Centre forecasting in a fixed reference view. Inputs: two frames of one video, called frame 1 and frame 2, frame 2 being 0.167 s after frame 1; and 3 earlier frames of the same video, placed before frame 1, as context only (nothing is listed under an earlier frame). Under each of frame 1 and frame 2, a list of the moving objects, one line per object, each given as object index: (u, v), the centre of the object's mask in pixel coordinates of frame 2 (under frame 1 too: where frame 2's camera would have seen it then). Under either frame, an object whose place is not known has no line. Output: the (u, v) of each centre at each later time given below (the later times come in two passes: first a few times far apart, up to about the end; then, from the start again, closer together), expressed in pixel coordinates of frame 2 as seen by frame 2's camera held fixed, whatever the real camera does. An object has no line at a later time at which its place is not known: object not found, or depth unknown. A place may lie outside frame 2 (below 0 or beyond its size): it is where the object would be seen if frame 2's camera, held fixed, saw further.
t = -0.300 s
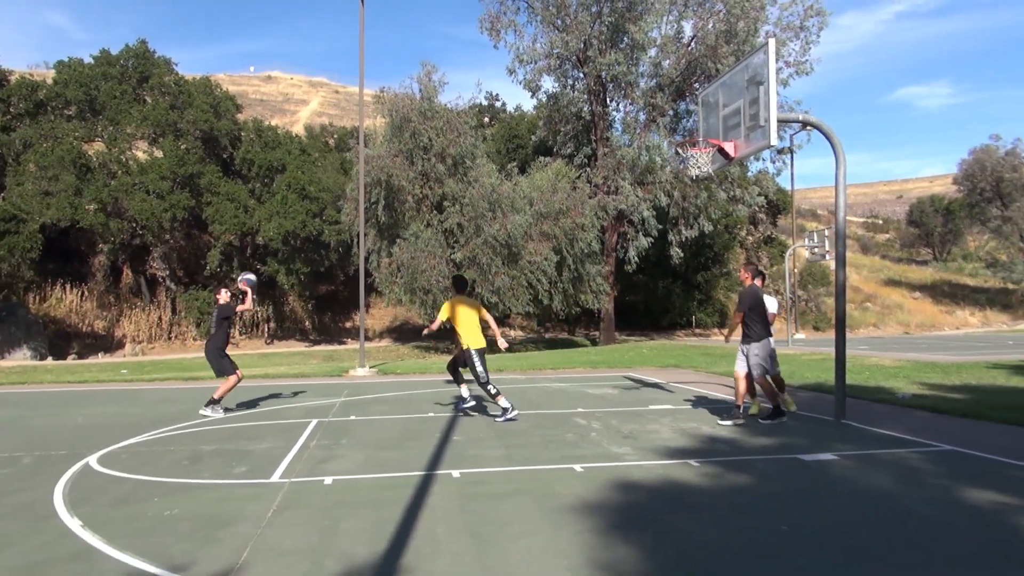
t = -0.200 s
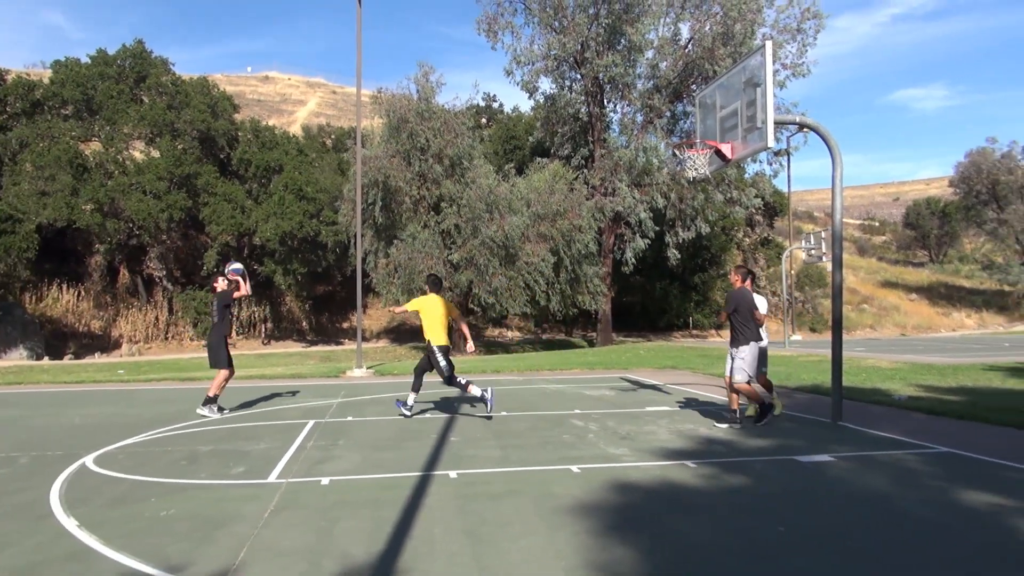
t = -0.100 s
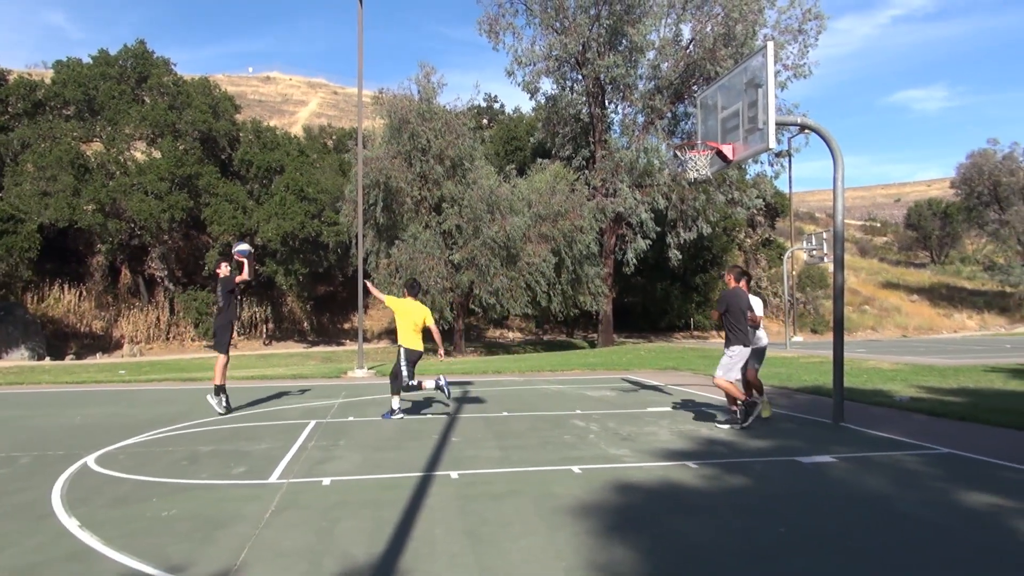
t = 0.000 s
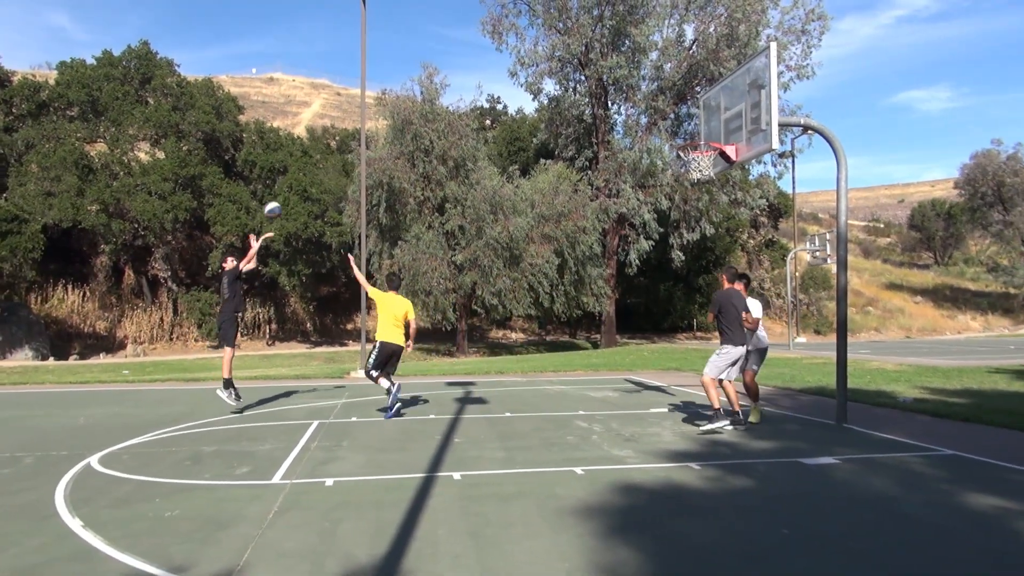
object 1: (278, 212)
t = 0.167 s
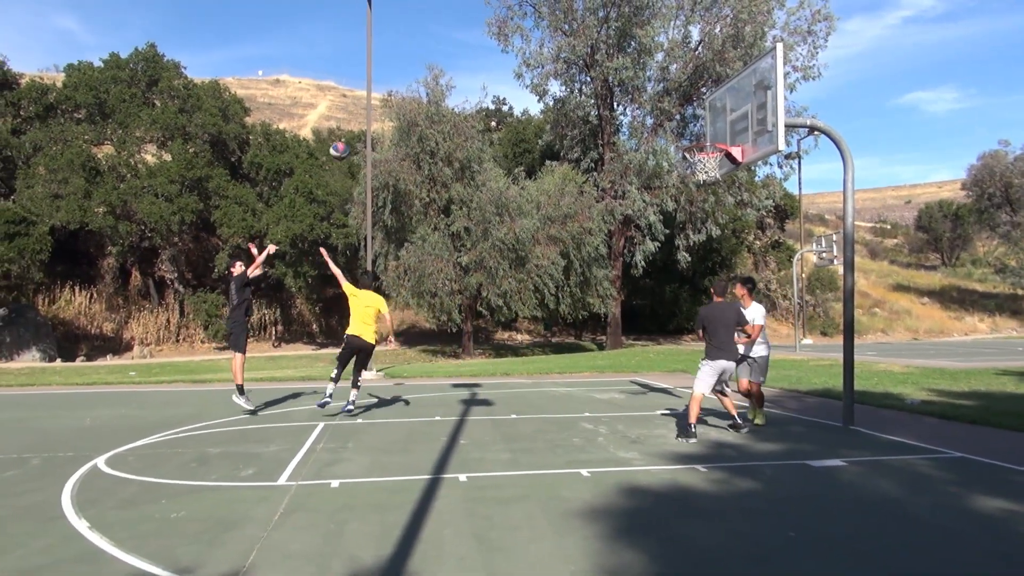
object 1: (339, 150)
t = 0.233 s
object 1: (365, 131)
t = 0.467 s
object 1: (455, 86)
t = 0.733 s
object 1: (567, 81)
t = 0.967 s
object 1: (677, 127)
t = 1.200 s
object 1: (713, 163)
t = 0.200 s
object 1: (351, 140)
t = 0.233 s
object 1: (365, 131)
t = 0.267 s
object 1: (377, 122)
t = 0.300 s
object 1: (389, 114)
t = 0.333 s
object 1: (403, 108)
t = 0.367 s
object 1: (416, 100)
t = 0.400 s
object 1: (429, 95)
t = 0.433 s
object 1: (441, 90)
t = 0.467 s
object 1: (455, 86)
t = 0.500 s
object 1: (468, 82)
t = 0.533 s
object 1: (481, 79)
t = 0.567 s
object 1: (495, 78)
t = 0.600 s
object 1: (508, 77)
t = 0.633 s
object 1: (523, 76)
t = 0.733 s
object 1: (567, 81)
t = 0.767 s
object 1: (582, 84)
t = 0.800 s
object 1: (596, 88)
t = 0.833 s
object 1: (612, 94)
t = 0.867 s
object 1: (628, 101)
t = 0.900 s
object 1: (644, 109)
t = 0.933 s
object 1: (661, 117)
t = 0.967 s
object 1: (677, 127)
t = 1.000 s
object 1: (695, 137)
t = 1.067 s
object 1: (724, 159)
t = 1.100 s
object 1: (723, 158)
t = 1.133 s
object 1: (720, 159)
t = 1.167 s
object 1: (717, 159)
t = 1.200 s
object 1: (713, 163)
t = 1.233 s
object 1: (705, 165)
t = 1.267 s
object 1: (704, 167)
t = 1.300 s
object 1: (704, 169)
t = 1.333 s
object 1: (705, 170)
